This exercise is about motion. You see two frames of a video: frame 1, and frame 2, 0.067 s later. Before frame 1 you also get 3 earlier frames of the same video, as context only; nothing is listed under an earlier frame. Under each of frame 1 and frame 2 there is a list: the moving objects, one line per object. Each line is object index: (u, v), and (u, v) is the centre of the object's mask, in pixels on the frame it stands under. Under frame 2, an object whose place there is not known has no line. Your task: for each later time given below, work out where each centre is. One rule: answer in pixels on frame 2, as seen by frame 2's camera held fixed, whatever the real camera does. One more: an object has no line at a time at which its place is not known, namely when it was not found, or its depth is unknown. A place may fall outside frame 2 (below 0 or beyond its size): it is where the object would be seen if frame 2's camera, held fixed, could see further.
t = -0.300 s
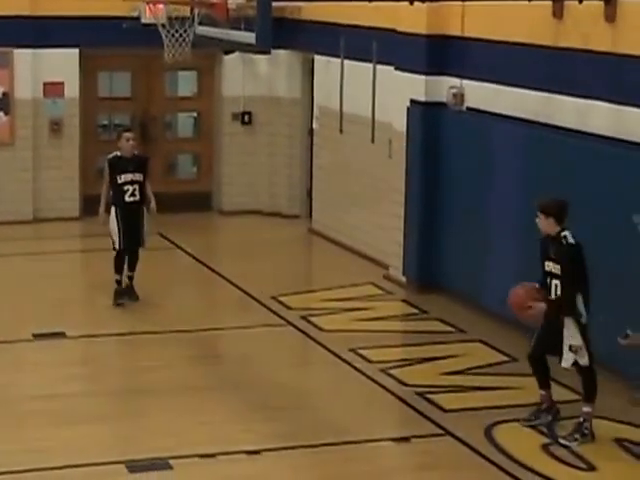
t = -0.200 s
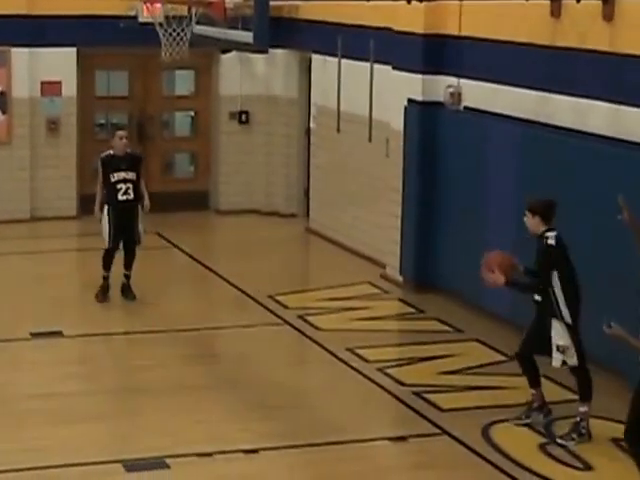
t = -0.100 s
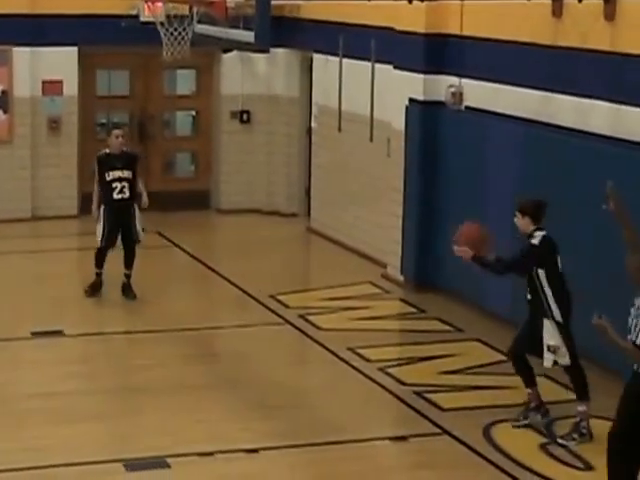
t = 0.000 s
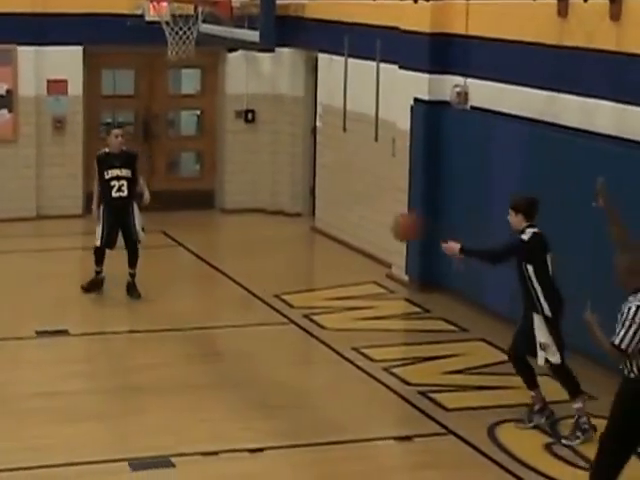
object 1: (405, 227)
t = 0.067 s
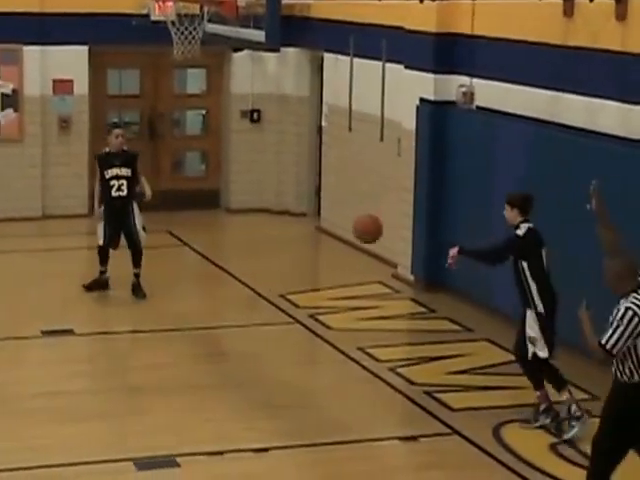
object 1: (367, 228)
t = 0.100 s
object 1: (346, 231)
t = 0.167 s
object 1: (306, 240)
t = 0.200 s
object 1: (285, 248)
